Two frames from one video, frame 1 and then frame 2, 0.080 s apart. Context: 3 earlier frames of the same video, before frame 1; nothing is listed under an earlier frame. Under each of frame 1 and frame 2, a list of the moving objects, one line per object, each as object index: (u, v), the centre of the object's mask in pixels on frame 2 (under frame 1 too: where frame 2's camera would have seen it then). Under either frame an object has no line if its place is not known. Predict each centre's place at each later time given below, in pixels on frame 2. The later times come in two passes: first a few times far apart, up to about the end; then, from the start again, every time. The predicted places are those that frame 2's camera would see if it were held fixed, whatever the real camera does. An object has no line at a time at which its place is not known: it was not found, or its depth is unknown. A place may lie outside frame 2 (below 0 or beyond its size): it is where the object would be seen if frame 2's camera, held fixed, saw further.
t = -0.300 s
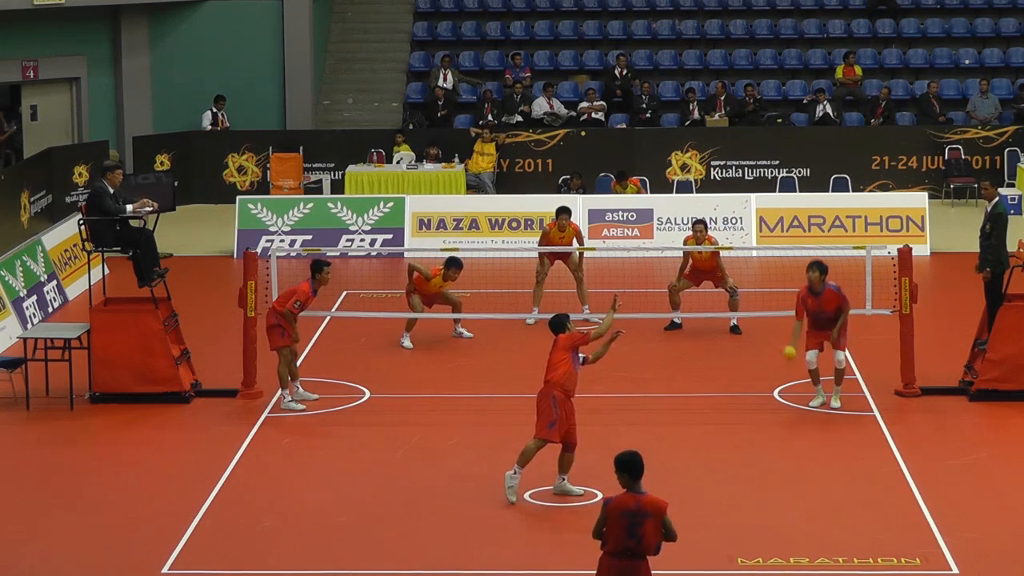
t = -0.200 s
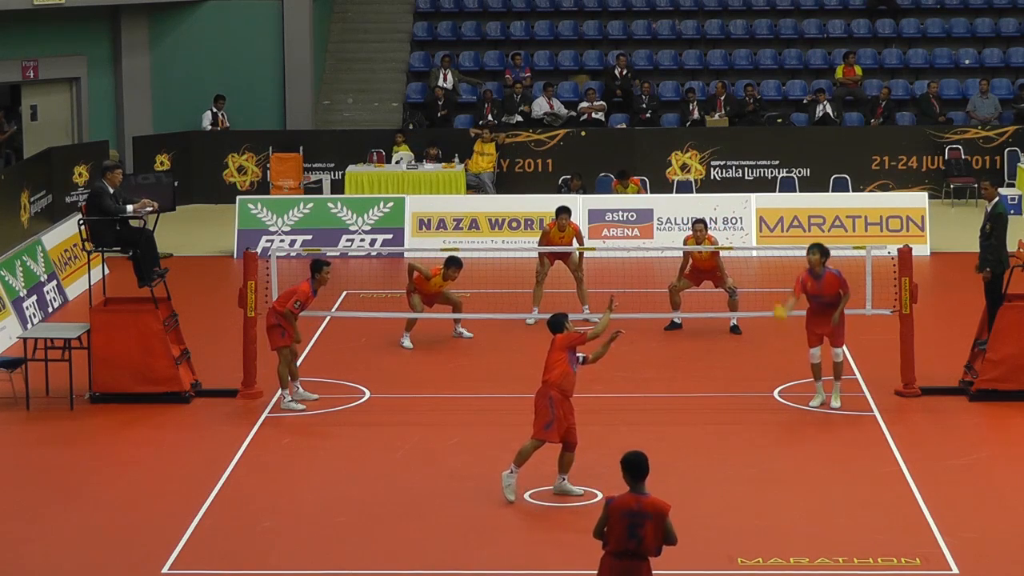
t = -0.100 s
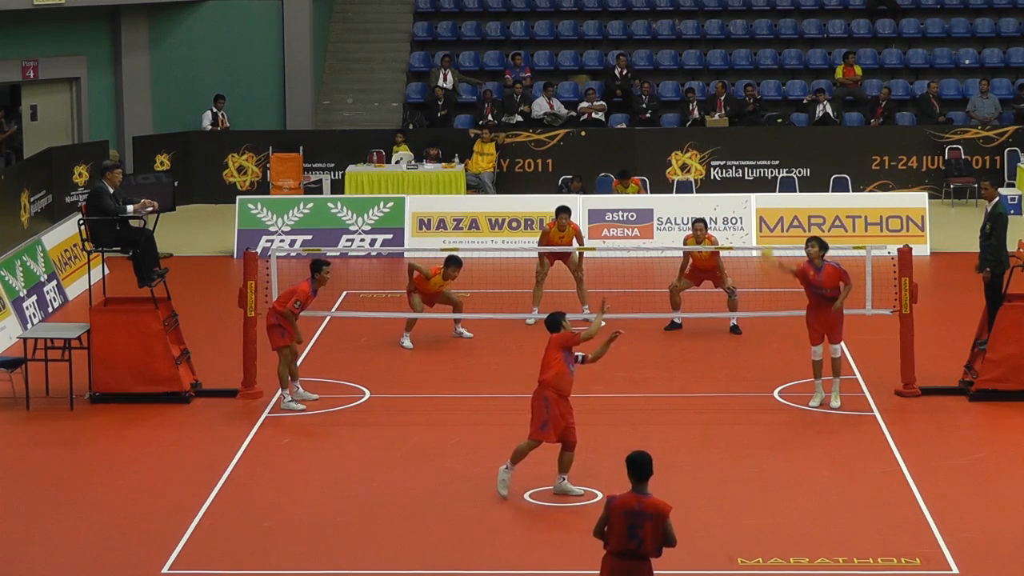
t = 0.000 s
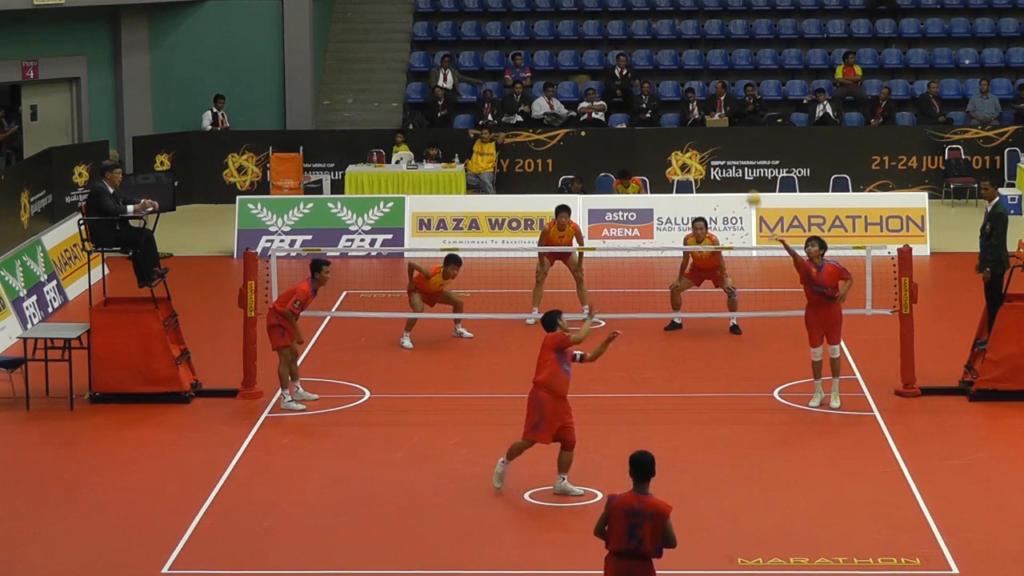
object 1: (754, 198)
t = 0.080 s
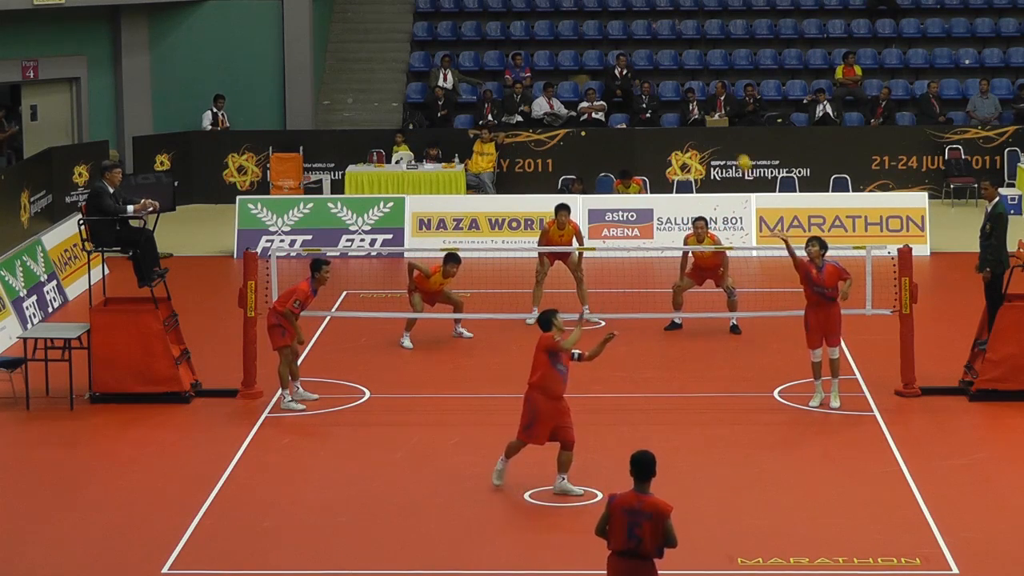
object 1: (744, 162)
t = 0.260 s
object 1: (720, 105)
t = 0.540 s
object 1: (682, 82)
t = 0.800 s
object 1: (645, 138)
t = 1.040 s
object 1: (610, 258)
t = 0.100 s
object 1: (741, 154)
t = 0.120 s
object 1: (739, 148)
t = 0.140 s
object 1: (736, 142)
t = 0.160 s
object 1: (734, 134)
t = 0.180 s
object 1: (731, 128)
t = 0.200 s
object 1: (728, 121)
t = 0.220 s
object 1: (726, 115)
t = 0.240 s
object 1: (723, 110)
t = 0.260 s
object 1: (720, 105)
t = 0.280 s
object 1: (718, 101)
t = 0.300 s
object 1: (715, 97)
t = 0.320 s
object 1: (712, 94)
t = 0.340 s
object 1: (710, 91)
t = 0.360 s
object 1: (707, 88)
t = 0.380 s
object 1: (705, 86)
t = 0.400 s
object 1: (702, 83)
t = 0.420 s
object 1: (699, 82)
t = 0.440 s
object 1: (696, 80)
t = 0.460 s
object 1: (693, 79)
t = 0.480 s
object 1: (690, 79)
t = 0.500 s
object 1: (688, 79)
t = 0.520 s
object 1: (685, 80)
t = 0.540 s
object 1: (682, 82)
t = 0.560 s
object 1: (680, 83)
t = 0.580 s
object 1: (677, 84)
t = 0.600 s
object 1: (674, 87)
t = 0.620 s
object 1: (671, 90)
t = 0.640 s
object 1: (668, 94)
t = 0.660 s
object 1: (665, 98)
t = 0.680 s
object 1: (662, 101)
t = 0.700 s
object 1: (660, 106)
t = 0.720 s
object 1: (657, 111)
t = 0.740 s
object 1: (654, 117)
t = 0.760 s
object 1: (651, 124)
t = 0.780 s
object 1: (648, 130)
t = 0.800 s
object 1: (645, 138)
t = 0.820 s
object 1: (642, 144)
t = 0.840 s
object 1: (639, 153)
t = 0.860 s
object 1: (637, 161)
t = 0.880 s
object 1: (634, 169)
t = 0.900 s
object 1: (631, 178)
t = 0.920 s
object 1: (629, 187)
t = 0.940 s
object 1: (625, 197)
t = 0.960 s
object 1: (622, 211)
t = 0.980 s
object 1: (620, 223)
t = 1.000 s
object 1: (618, 233)
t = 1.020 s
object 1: (613, 246)
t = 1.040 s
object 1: (610, 258)
